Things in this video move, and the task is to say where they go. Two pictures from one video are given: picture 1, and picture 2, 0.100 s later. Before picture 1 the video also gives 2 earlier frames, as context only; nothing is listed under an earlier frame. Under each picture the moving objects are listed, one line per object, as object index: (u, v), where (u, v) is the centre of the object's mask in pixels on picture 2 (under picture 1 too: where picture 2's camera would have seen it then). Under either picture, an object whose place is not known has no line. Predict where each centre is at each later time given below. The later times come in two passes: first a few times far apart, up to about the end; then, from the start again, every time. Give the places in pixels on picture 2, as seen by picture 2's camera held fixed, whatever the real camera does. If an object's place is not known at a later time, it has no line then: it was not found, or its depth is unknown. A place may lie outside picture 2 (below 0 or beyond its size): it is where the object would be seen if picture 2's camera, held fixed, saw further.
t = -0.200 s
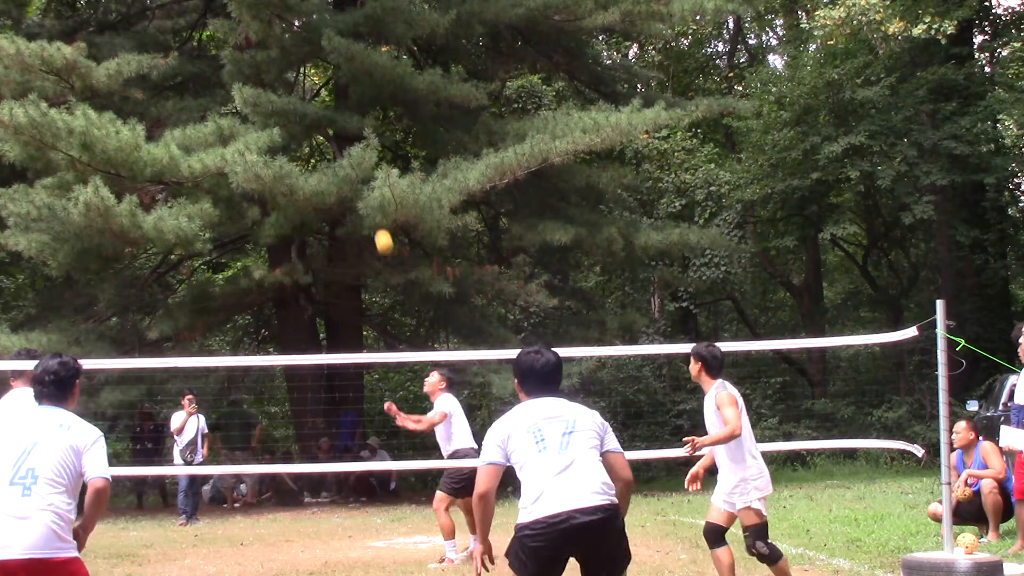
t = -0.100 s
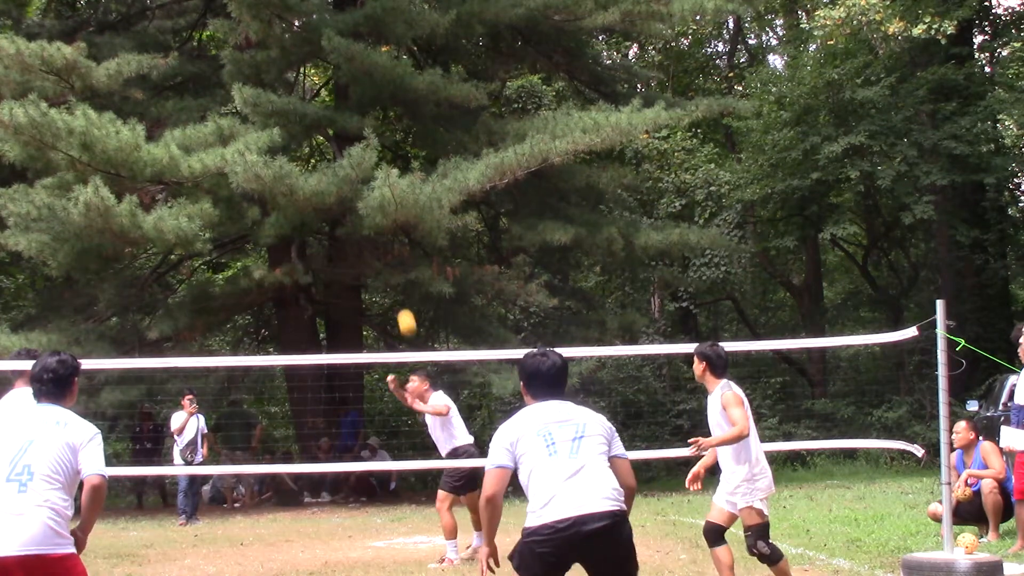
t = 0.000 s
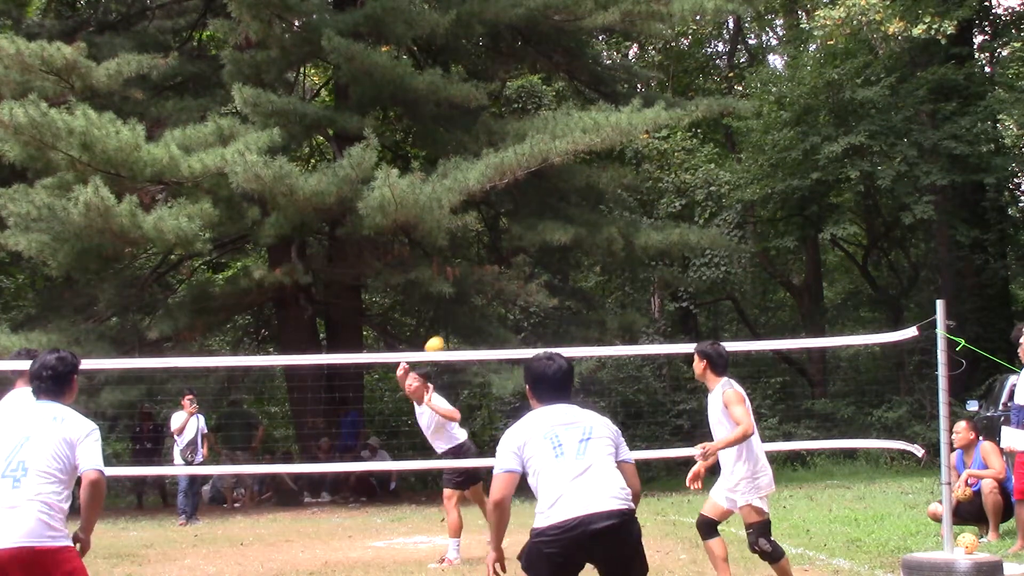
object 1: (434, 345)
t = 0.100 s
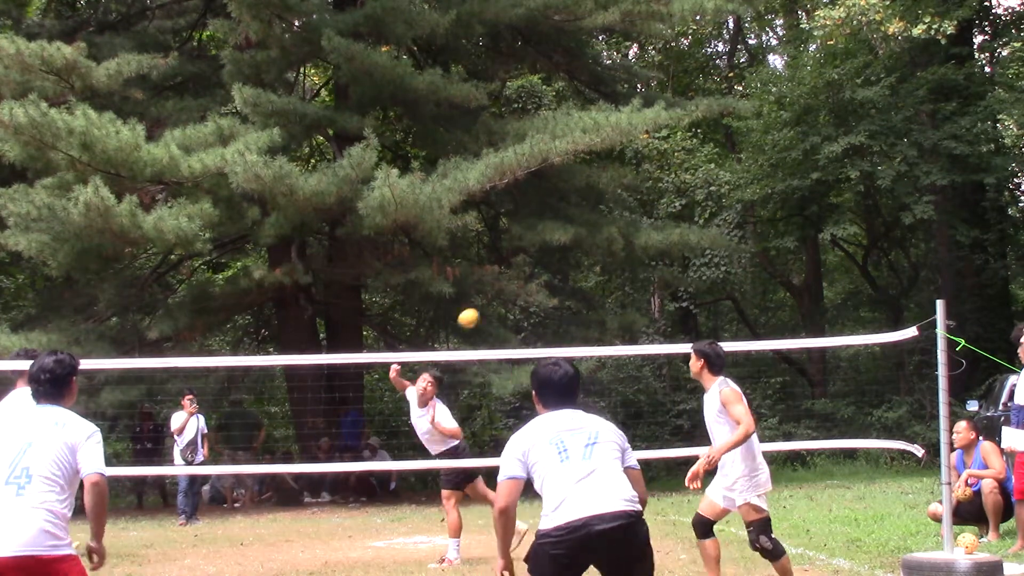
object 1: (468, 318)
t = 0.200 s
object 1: (506, 302)
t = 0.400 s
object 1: (592, 313)
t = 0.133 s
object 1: (481, 312)
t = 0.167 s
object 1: (493, 306)
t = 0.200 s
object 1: (506, 302)
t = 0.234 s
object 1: (519, 300)
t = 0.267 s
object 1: (533, 299)
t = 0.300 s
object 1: (547, 300)
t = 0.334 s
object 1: (561, 302)
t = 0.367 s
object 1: (576, 307)
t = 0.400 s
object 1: (592, 313)
